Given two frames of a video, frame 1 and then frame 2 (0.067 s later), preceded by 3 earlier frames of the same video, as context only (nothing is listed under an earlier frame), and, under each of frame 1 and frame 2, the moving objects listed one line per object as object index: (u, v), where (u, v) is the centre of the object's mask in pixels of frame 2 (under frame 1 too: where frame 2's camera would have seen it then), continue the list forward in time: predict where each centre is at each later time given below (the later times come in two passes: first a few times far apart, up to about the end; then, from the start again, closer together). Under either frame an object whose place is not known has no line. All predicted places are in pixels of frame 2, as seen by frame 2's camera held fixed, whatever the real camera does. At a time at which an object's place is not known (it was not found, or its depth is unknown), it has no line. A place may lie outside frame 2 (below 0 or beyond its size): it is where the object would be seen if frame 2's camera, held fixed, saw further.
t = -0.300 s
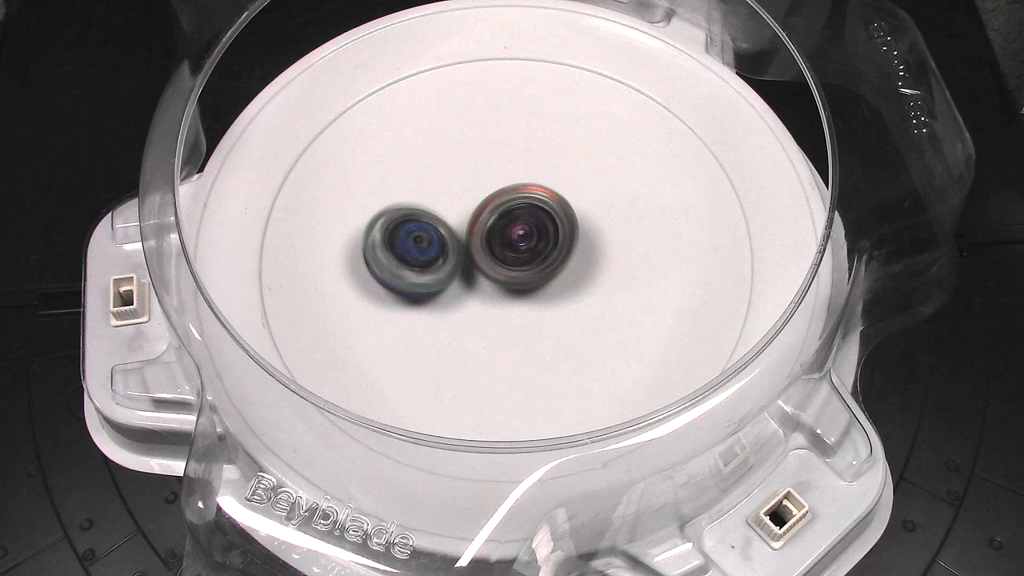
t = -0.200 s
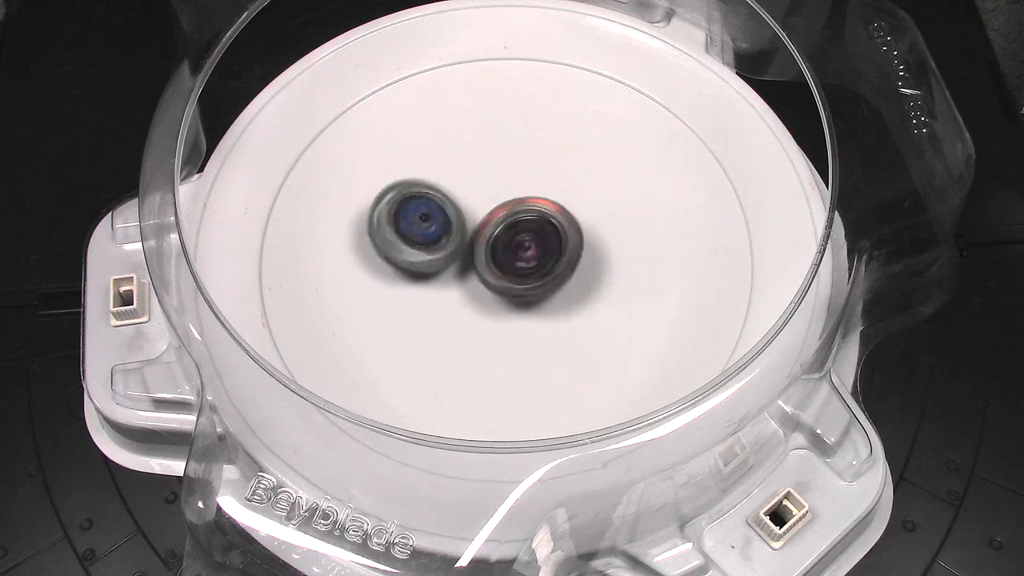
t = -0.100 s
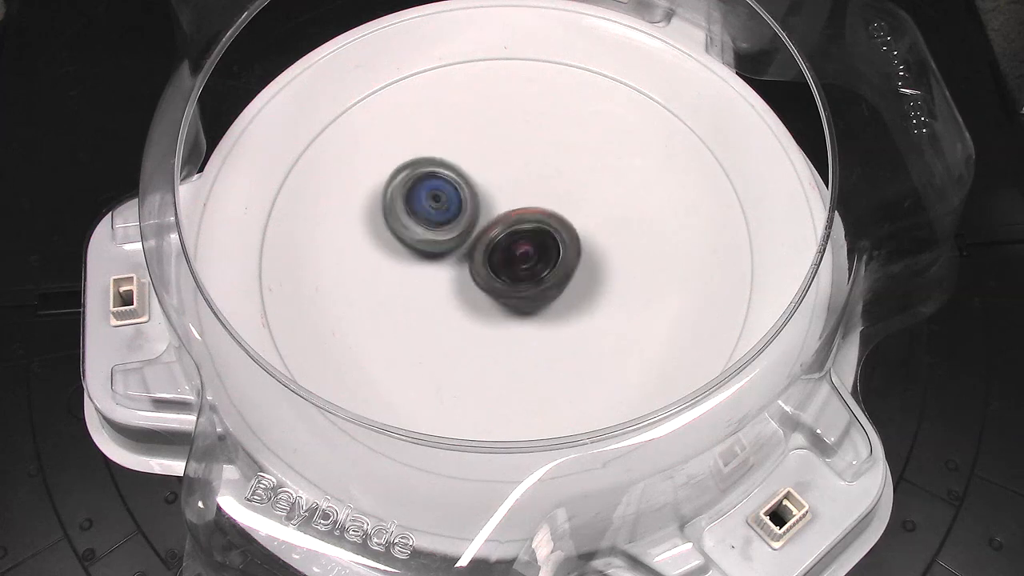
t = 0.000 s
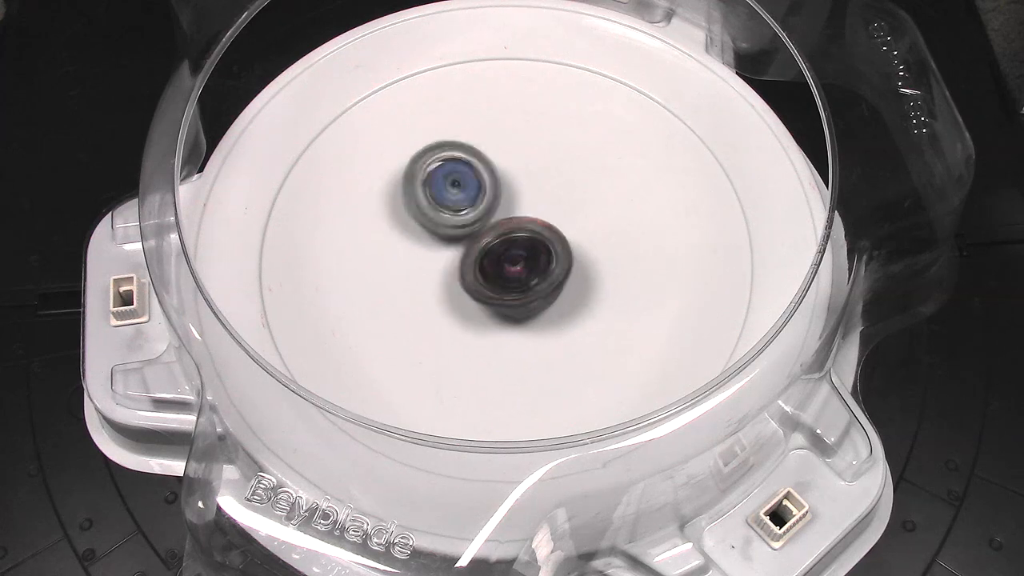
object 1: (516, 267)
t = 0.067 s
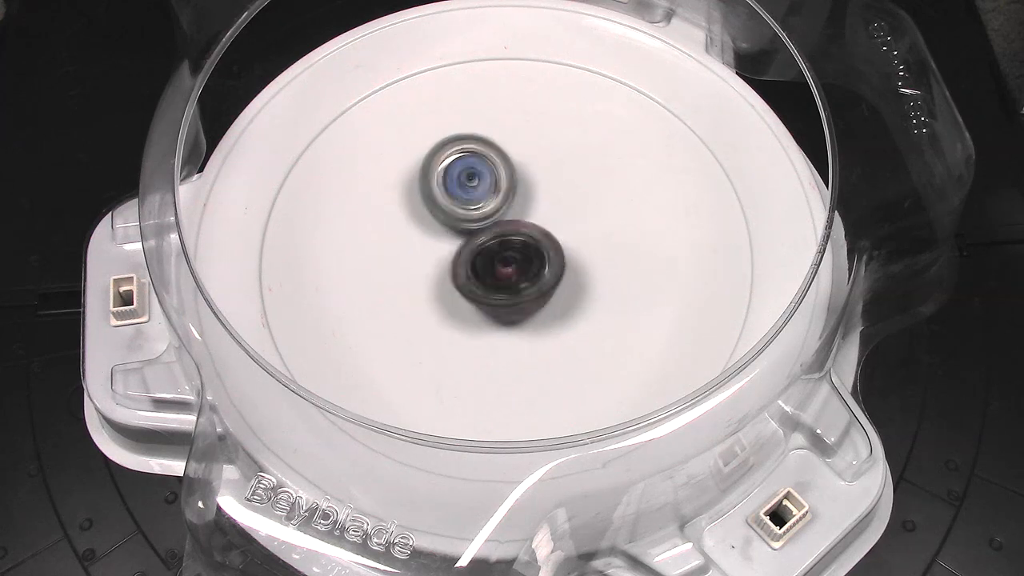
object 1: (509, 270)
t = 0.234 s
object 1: (487, 270)
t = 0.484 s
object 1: (469, 247)
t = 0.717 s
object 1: (487, 221)
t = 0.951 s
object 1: (515, 220)
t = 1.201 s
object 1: (518, 231)
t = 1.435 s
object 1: (525, 239)
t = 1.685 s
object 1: (521, 245)
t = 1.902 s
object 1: (513, 255)
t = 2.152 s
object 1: (501, 250)
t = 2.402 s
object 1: (486, 236)
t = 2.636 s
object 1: (495, 230)
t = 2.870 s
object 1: (502, 233)
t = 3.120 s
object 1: (497, 248)
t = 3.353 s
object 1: (524, 245)
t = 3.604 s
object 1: (533, 283)
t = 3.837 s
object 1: (517, 297)
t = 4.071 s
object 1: (476, 252)
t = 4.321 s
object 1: (486, 206)
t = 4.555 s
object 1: (509, 214)
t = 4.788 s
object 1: (537, 253)
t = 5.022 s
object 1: (525, 279)
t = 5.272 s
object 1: (469, 287)
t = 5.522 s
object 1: (452, 279)
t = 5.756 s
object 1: (440, 249)
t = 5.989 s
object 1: (418, 236)
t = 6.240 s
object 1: (421, 235)
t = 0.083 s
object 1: (506, 271)
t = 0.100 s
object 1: (506, 270)
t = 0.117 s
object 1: (503, 270)
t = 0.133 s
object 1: (500, 270)
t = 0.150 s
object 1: (497, 270)
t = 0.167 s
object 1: (497, 269)
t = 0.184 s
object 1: (494, 271)
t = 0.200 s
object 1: (490, 271)
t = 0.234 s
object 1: (487, 270)
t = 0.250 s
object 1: (485, 270)
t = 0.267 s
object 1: (481, 268)
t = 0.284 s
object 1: (479, 268)
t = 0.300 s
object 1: (478, 266)
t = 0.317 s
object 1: (478, 266)
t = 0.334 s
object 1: (475, 263)
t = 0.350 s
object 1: (473, 263)
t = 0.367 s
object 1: (472, 260)
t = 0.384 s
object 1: (474, 260)
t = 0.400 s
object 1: (471, 257)
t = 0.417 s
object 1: (470, 255)
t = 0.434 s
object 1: (469, 253)
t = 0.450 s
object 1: (472, 252)
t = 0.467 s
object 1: (470, 250)
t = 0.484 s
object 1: (469, 247)
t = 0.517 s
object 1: (472, 243)
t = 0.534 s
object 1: (472, 243)
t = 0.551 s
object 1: (471, 239)
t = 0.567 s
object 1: (471, 236)
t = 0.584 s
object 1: (475, 235)
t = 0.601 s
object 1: (477, 235)
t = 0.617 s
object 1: (476, 232)
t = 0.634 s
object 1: (477, 229)
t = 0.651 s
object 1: (480, 227)
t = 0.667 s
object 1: (483, 228)
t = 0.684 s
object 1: (483, 227)
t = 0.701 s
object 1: (484, 224)
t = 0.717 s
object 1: (487, 221)
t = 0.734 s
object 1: (491, 222)
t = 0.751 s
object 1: (491, 222)
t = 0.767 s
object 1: (491, 219)
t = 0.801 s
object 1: (498, 217)
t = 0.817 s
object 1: (498, 219)
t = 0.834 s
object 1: (499, 218)
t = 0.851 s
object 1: (501, 216)
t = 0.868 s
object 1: (505, 215)
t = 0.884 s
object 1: (507, 218)
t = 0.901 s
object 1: (507, 219)
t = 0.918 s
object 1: (508, 218)
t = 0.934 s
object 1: (512, 217)
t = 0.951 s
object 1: (515, 220)
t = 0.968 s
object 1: (515, 222)
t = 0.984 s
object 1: (517, 219)
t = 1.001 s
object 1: (520, 216)
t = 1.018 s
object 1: (523, 218)
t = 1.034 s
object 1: (522, 219)
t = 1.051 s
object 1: (522, 220)
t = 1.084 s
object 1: (521, 220)
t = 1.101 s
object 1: (521, 221)
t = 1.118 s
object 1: (520, 223)
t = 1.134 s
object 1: (519, 225)
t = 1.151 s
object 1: (518, 226)
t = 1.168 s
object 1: (520, 225)
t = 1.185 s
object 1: (519, 229)
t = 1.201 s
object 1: (518, 231)
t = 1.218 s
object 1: (516, 233)
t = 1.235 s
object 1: (519, 232)
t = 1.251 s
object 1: (521, 234)
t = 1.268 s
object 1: (520, 236)
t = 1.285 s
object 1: (524, 234)
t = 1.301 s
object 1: (526, 234)
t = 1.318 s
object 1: (528, 234)
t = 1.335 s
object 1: (529, 235)
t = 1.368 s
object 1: (529, 238)
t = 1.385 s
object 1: (527, 238)
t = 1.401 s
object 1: (526, 238)
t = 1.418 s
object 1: (526, 239)
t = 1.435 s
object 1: (525, 239)
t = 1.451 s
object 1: (525, 240)
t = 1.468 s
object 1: (522, 241)
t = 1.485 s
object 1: (523, 240)
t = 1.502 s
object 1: (522, 241)
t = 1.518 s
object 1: (521, 240)
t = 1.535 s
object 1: (521, 241)
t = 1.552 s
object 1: (519, 241)
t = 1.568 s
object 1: (522, 241)
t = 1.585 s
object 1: (522, 243)
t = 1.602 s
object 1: (522, 245)
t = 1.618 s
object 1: (522, 245)
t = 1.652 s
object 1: (520, 244)
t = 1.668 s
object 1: (521, 245)
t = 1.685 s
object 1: (521, 245)
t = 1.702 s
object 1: (521, 245)
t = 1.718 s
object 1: (518, 246)
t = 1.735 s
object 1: (519, 245)
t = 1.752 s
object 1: (522, 247)
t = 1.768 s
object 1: (521, 249)
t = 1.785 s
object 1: (521, 251)
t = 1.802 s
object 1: (518, 252)
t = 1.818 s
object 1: (517, 252)
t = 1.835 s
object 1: (518, 253)
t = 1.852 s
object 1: (517, 254)
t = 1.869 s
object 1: (517, 254)
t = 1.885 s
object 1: (516, 255)
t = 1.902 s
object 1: (513, 255)
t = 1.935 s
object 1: (513, 254)
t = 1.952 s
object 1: (512, 254)
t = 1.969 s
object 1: (512, 253)
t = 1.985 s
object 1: (509, 253)
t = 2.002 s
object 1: (509, 252)
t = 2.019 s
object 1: (509, 253)
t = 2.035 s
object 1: (505, 254)
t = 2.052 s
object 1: (505, 253)
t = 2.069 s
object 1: (502, 254)
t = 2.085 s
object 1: (500, 252)
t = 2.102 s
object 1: (501, 251)
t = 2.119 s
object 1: (500, 251)
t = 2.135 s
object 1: (500, 250)
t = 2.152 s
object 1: (501, 250)
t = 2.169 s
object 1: (499, 249)
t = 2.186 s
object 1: (500, 248)
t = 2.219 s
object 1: (498, 247)
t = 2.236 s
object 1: (495, 246)
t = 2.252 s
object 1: (493, 246)
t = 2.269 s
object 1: (491, 245)
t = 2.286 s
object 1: (492, 243)
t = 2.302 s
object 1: (492, 244)
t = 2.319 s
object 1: (489, 242)
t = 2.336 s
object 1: (487, 240)
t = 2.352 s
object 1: (485, 239)
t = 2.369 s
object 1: (483, 237)
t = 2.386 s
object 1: (486, 236)
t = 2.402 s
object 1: (486, 236)
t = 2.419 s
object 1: (485, 234)
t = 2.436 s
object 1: (485, 233)
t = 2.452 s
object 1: (483, 231)
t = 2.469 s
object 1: (483, 229)
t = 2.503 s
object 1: (487, 230)
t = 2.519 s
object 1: (488, 230)
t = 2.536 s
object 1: (489, 229)
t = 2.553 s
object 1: (488, 228)
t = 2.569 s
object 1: (491, 226)
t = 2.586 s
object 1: (494, 227)
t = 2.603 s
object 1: (495, 229)
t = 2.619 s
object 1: (495, 230)
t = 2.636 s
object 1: (495, 230)
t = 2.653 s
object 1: (496, 229)
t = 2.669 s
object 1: (499, 228)
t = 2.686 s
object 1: (502, 229)
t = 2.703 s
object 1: (502, 230)
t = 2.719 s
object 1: (504, 230)
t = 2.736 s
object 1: (504, 230)
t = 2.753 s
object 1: (502, 231)
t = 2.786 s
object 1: (501, 231)
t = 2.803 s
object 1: (500, 231)
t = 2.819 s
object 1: (500, 231)
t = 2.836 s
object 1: (499, 233)
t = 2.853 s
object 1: (499, 233)
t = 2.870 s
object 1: (502, 233)
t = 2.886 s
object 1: (505, 235)
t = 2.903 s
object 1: (504, 237)
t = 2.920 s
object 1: (505, 239)
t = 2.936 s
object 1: (504, 242)
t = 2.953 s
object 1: (501, 243)
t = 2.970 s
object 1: (502, 243)
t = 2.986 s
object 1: (503, 245)
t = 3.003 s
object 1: (502, 246)
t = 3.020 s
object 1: (502, 246)
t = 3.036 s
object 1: (501, 248)
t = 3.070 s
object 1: (498, 247)
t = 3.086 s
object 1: (499, 248)
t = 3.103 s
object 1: (497, 248)
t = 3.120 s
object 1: (497, 248)
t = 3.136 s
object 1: (496, 248)
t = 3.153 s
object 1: (496, 248)
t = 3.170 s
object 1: (501, 248)
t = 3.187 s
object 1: (508, 247)
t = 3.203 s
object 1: (512, 248)
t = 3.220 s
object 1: (514, 248)
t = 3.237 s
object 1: (514, 247)
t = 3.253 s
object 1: (514, 246)
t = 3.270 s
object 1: (514, 244)
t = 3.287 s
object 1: (515, 243)
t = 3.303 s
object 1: (518, 242)
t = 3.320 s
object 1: (521, 243)
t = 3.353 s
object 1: (524, 245)
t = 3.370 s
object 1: (523, 247)
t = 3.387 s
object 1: (522, 246)
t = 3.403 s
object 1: (522, 243)
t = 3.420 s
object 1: (524, 242)
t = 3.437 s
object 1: (525, 242)
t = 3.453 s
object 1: (526, 242)
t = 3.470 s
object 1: (527, 243)
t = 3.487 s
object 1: (526, 245)
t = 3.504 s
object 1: (523, 246)
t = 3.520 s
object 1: (522, 248)
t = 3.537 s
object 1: (526, 255)
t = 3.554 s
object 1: (530, 264)
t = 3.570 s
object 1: (533, 269)
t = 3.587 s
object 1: (534, 276)
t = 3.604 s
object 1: (533, 283)
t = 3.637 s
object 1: (530, 292)
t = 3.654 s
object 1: (531, 293)
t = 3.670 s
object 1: (533, 294)
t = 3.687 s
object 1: (533, 297)
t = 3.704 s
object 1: (531, 299)
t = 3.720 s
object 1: (529, 300)
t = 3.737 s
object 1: (528, 300)
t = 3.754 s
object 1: (525, 301)
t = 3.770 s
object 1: (522, 302)
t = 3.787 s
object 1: (520, 301)
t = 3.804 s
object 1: (519, 300)
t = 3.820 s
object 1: (519, 300)
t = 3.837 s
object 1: (517, 297)
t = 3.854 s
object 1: (514, 294)
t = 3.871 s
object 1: (511, 292)
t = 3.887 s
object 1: (508, 290)
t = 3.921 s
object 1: (499, 285)
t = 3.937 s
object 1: (497, 282)
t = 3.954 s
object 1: (497, 278)
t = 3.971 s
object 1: (498, 276)
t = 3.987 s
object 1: (497, 272)
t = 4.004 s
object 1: (494, 267)
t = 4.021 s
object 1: (490, 260)
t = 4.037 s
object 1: (485, 257)
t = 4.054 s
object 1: (481, 254)
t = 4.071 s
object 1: (476, 252)
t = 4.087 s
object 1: (474, 248)
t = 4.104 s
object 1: (475, 246)
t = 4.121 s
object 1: (476, 241)
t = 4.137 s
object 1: (475, 238)
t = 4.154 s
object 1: (471, 232)
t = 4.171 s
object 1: (467, 227)
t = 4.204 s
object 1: (466, 217)
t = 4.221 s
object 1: (467, 214)
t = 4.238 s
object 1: (469, 211)
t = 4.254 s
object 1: (471, 209)
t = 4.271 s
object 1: (474, 207)
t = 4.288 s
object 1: (479, 207)
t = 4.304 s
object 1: (484, 207)
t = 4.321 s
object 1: (486, 206)
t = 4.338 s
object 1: (487, 204)
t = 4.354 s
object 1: (488, 201)
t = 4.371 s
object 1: (489, 199)
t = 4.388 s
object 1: (491, 197)
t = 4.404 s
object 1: (493, 197)
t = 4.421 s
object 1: (494, 197)
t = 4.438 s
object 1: (496, 198)
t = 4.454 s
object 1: (497, 201)
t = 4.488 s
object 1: (497, 207)
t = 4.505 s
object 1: (498, 207)
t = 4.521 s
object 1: (502, 209)
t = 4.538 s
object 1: (506, 211)
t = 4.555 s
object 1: (509, 214)
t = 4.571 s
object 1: (510, 218)
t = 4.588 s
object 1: (510, 221)
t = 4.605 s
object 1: (512, 223)
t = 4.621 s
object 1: (517, 224)
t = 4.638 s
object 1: (525, 224)
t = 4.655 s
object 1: (531, 225)
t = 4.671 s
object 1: (536, 225)
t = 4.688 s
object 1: (540, 227)
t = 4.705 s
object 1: (542, 229)
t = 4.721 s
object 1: (544, 233)
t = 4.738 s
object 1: (544, 238)
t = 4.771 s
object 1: (539, 248)
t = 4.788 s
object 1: (537, 253)
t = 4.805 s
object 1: (536, 257)
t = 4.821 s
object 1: (535, 259)
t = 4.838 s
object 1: (536, 262)
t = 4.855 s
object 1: (536, 264)
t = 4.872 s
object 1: (538, 266)
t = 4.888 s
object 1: (537, 268)
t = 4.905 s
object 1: (534, 270)
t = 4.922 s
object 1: (531, 272)
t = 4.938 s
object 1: (529, 273)
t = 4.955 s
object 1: (529, 275)
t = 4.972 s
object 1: (528, 277)
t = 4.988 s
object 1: (528, 278)
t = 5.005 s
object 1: (527, 278)
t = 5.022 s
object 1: (525, 279)
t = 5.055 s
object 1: (519, 280)
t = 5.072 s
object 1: (515, 283)
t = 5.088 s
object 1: (511, 284)
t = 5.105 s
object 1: (506, 284)
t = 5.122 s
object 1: (502, 284)
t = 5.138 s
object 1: (498, 285)
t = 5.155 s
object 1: (494, 285)
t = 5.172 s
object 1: (490, 286)
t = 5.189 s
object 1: (486, 286)
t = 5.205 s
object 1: (482, 286)
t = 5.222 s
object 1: (479, 286)
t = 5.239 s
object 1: (476, 287)
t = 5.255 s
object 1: (473, 287)
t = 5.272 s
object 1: (469, 287)
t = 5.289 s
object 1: (466, 287)
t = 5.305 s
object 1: (463, 287)
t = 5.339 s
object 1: (458, 286)
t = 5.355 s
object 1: (456, 285)
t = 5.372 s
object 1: (454, 285)
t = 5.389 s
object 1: (453, 285)
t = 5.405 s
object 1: (452, 284)
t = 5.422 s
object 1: (451, 284)
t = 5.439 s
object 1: (451, 283)
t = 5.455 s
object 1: (450, 282)
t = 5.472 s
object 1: (451, 281)
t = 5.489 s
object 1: (451, 281)
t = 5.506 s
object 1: (451, 280)
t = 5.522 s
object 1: (452, 279)
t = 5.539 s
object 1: (452, 279)
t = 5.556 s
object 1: (452, 278)
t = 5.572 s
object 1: (453, 277)
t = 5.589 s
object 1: (450, 276)
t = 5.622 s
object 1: (448, 271)
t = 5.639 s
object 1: (446, 269)
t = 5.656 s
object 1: (444, 266)
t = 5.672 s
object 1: (444, 264)
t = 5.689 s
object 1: (443, 261)
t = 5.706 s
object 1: (443, 259)
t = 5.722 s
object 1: (443, 256)
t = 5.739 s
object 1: (442, 253)
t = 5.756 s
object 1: (440, 249)
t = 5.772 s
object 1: (439, 246)
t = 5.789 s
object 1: (436, 243)
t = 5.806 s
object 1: (434, 241)
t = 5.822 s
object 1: (432, 240)
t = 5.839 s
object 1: (429, 239)
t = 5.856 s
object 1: (427, 238)
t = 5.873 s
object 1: (426, 238)
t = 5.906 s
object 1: (423, 237)
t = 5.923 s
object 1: (421, 236)
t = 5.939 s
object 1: (420, 236)
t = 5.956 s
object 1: (419, 236)
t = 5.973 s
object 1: (419, 236)
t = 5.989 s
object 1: (418, 236)
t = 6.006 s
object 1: (418, 236)
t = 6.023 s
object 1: (418, 236)
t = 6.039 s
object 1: (418, 236)
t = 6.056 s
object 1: (418, 236)
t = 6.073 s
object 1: (419, 236)
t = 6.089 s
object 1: (419, 236)
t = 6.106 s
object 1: (419, 235)
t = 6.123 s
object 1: (420, 235)
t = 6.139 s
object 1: (420, 235)
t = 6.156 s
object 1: (420, 235)
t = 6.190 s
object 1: (421, 235)
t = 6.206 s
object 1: (421, 235)
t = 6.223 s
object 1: (421, 235)
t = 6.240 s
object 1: (421, 235)
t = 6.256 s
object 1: (421, 235)
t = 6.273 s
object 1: (421, 235)
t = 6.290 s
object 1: (421, 235)
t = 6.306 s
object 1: (421, 235)
